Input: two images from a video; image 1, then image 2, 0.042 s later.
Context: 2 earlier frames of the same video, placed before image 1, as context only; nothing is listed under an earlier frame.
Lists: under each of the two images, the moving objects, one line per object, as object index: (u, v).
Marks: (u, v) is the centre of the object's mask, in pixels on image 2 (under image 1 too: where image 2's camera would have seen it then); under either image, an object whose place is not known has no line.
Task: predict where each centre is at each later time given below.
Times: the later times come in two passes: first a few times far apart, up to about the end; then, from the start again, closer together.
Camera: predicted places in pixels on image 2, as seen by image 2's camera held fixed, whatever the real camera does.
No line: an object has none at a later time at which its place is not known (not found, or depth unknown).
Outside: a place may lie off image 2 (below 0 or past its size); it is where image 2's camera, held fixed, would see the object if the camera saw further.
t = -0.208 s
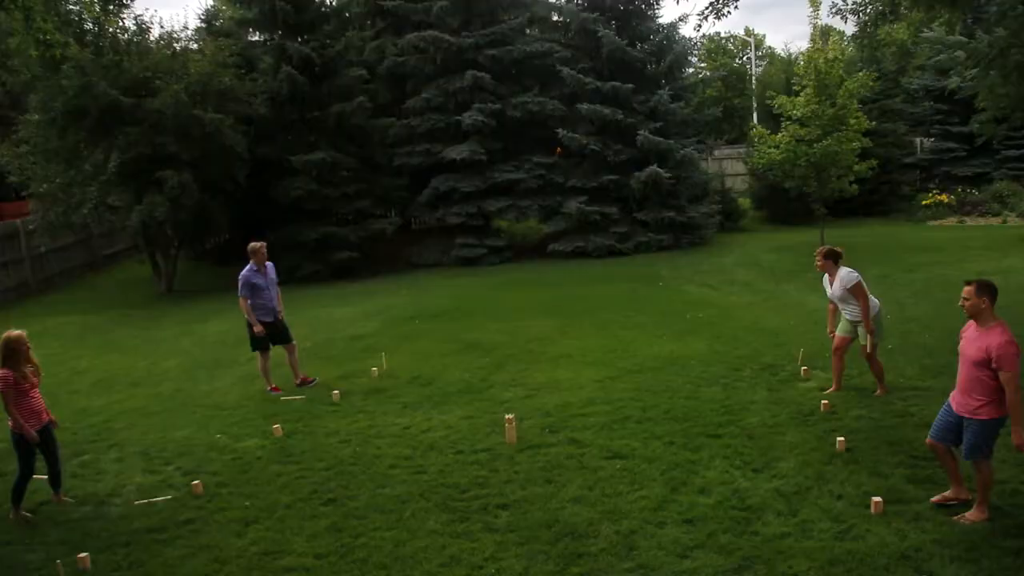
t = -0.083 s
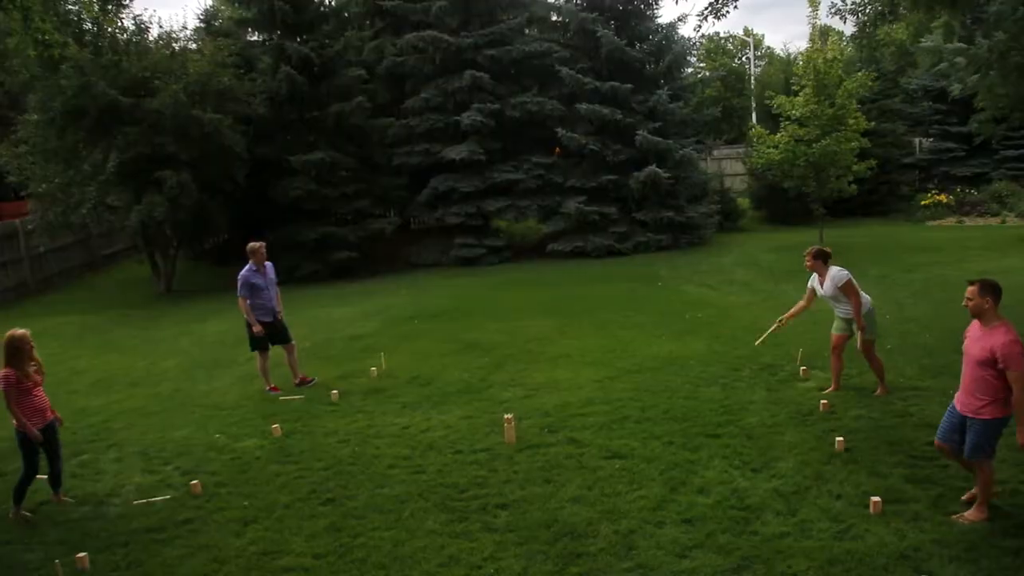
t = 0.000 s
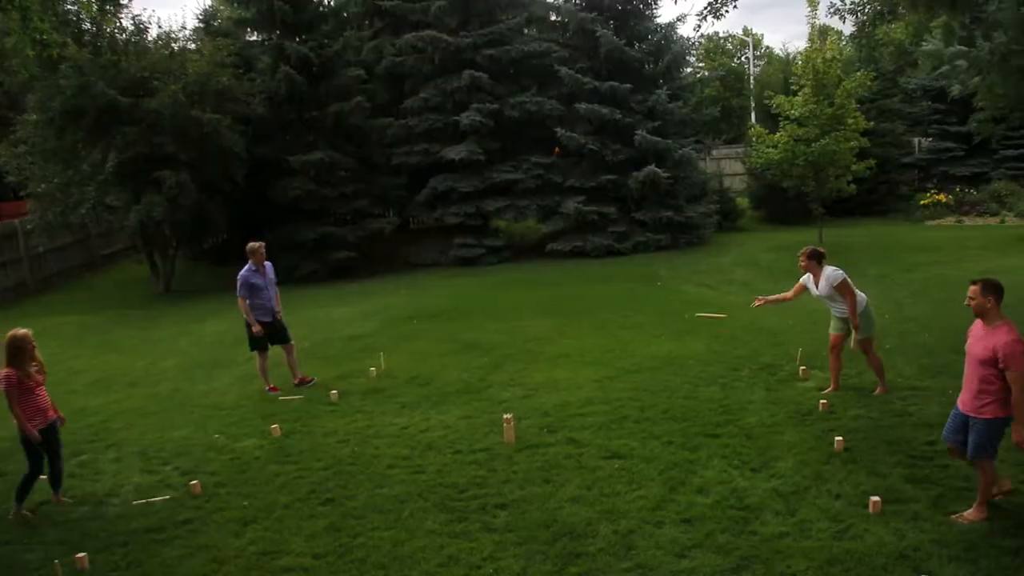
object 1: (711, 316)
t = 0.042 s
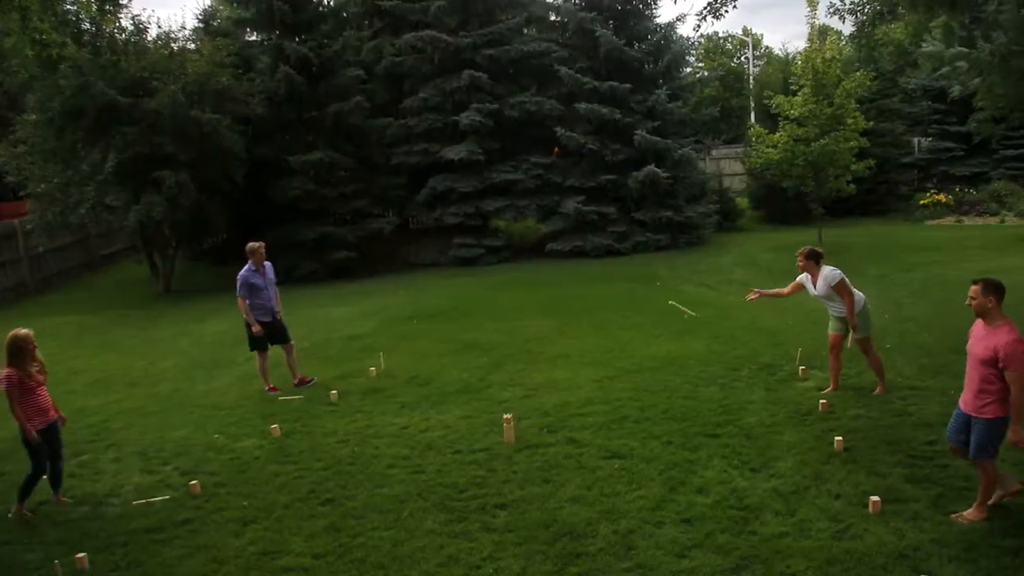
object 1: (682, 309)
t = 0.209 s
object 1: (571, 296)
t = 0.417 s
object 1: (442, 316)
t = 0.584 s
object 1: (351, 356)
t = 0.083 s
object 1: (653, 302)
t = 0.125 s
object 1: (625, 299)
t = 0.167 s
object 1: (598, 296)
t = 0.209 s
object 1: (571, 296)
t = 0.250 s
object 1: (544, 297)
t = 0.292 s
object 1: (518, 299)
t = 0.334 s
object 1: (492, 304)
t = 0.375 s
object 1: (467, 309)
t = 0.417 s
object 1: (442, 316)
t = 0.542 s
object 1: (373, 344)
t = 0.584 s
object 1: (351, 356)
